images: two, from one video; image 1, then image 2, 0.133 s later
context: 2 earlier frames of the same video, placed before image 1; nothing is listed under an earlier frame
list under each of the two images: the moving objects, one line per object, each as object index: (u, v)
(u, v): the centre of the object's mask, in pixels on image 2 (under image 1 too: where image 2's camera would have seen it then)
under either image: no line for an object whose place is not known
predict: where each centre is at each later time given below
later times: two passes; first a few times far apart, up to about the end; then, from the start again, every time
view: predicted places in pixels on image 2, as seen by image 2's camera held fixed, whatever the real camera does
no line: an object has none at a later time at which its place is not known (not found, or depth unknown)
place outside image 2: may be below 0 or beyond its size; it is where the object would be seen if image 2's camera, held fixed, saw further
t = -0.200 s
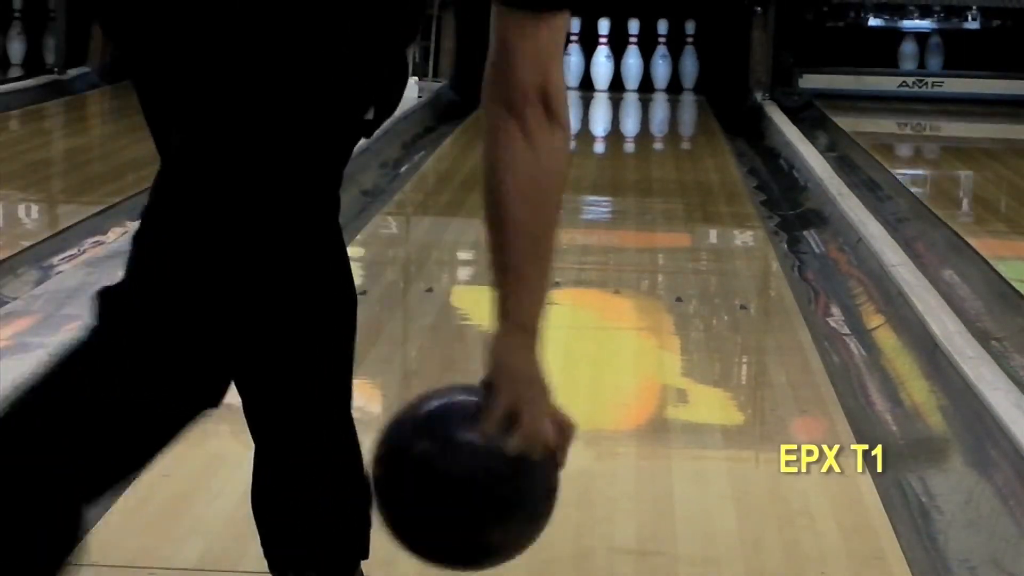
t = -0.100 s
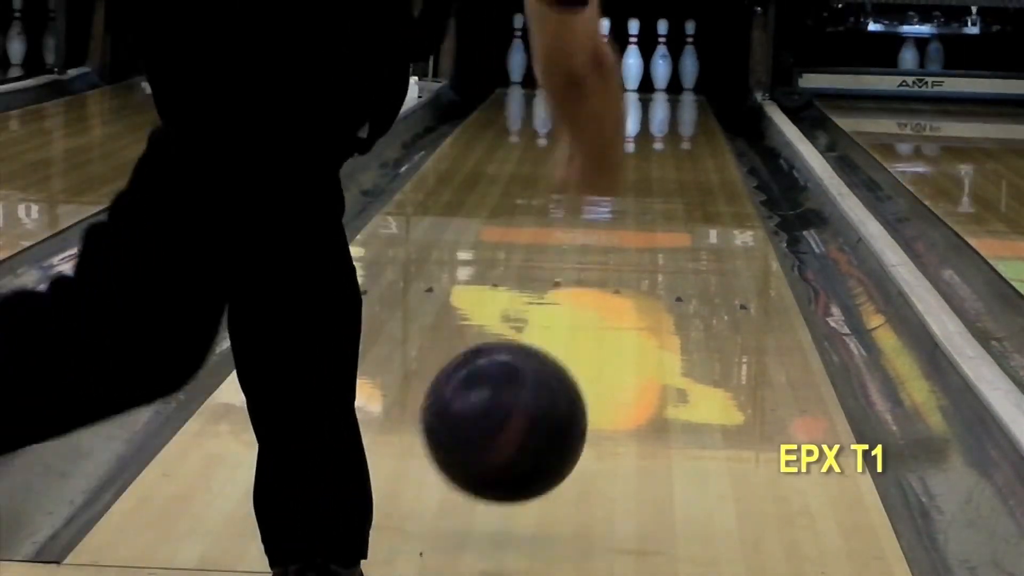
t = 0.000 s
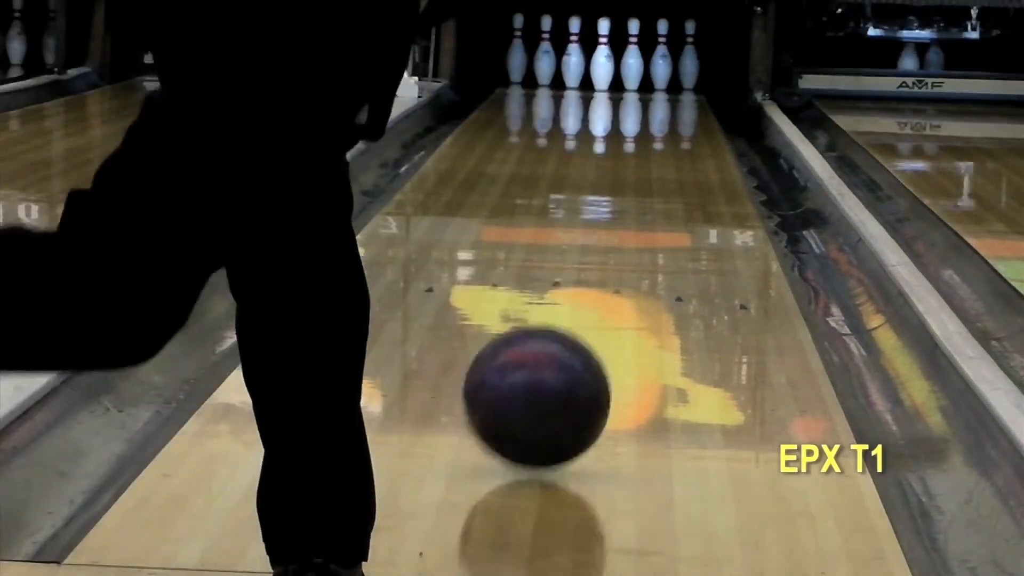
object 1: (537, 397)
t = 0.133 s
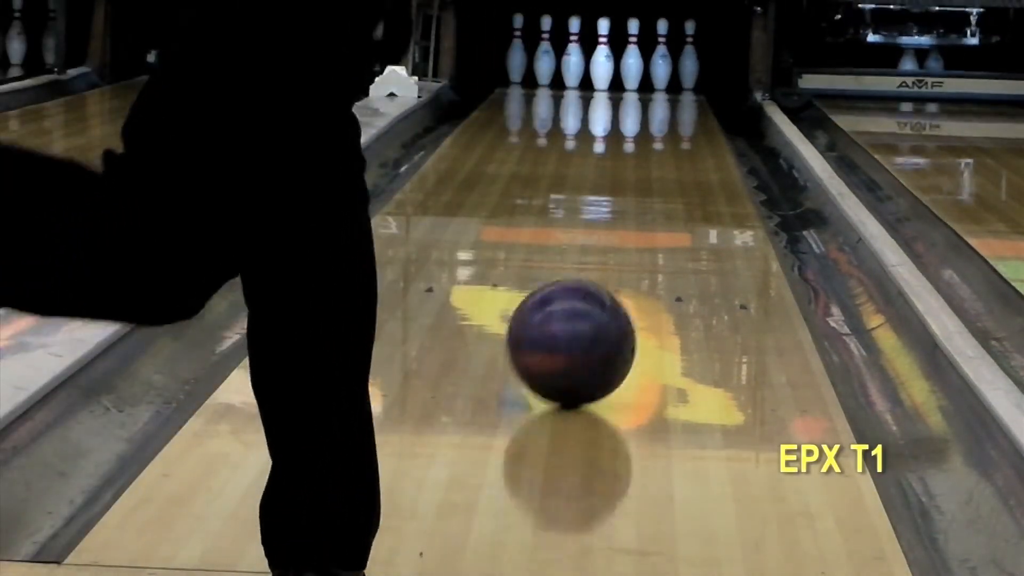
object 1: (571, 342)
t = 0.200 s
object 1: (586, 319)
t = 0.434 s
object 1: (621, 255)
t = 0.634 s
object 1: (641, 218)
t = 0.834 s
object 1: (655, 186)
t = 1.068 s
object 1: (666, 158)
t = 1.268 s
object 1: (669, 139)
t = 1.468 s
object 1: (671, 122)
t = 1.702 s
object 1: (669, 107)
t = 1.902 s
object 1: (663, 98)
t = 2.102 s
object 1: (653, 89)
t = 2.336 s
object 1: (638, 79)
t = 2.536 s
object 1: (621, 72)
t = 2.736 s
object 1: (619, 71)
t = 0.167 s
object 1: (579, 330)
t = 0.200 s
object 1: (586, 319)
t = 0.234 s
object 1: (592, 308)
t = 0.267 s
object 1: (597, 298)
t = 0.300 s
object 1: (603, 288)
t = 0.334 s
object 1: (608, 279)
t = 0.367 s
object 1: (613, 271)
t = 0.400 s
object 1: (617, 263)
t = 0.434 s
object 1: (621, 255)
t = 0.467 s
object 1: (625, 248)
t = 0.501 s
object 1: (629, 241)
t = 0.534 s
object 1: (632, 235)
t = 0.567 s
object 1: (635, 229)
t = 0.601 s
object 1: (638, 223)
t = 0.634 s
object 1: (641, 218)
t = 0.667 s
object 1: (644, 212)
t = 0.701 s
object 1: (646, 206)
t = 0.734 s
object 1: (649, 200)
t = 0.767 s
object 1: (651, 195)
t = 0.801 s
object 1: (653, 191)
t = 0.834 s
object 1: (655, 186)
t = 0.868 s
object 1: (657, 182)
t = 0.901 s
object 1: (659, 178)
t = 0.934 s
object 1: (661, 174)
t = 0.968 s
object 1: (662, 169)
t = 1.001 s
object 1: (663, 165)
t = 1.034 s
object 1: (664, 161)
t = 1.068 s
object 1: (666, 158)
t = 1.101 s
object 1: (667, 155)
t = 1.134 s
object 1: (668, 152)
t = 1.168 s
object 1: (668, 148)
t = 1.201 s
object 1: (669, 145)
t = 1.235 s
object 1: (669, 142)
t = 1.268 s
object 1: (669, 139)
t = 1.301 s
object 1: (672, 138)
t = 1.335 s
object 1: (672, 133)
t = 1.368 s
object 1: (672, 129)
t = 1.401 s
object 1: (672, 127)
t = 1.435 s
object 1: (672, 124)
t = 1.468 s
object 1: (671, 122)
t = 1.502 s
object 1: (671, 119)
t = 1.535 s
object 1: (671, 117)
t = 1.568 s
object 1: (671, 115)
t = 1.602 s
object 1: (671, 113)
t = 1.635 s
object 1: (671, 111)
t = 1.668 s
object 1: (670, 109)
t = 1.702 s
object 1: (669, 107)
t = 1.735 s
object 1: (668, 106)
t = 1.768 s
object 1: (667, 104)
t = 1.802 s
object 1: (667, 102)
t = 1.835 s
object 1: (666, 101)
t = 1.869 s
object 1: (664, 100)
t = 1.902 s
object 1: (663, 98)
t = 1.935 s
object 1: (662, 96)
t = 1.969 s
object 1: (660, 95)
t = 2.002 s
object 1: (659, 93)
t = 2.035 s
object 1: (657, 92)
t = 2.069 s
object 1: (655, 90)
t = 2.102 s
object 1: (653, 89)
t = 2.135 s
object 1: (652, 87)
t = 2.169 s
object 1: (649, 86)
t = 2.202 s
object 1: (647, 84)
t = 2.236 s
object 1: (645, 83)
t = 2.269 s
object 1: (643, 82)
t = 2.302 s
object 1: (640, 81)
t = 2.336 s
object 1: (638, 79)
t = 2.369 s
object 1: (636, 79)
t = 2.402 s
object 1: (633, 78)
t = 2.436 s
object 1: (630, 77)
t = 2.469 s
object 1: (627, 75)
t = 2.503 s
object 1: (623, 73)
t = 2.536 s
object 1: (621, 72)
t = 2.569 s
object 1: (620, 72)
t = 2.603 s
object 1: (622, 71)
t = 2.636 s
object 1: (621, 70)
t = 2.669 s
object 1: (620, 70)
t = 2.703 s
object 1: (619, 70)
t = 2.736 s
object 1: (619, 71)
